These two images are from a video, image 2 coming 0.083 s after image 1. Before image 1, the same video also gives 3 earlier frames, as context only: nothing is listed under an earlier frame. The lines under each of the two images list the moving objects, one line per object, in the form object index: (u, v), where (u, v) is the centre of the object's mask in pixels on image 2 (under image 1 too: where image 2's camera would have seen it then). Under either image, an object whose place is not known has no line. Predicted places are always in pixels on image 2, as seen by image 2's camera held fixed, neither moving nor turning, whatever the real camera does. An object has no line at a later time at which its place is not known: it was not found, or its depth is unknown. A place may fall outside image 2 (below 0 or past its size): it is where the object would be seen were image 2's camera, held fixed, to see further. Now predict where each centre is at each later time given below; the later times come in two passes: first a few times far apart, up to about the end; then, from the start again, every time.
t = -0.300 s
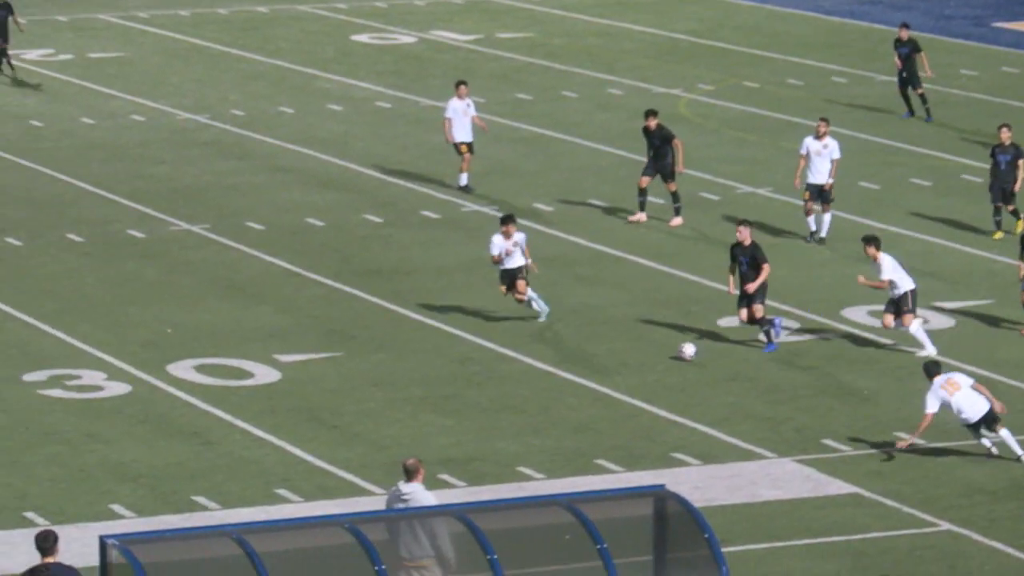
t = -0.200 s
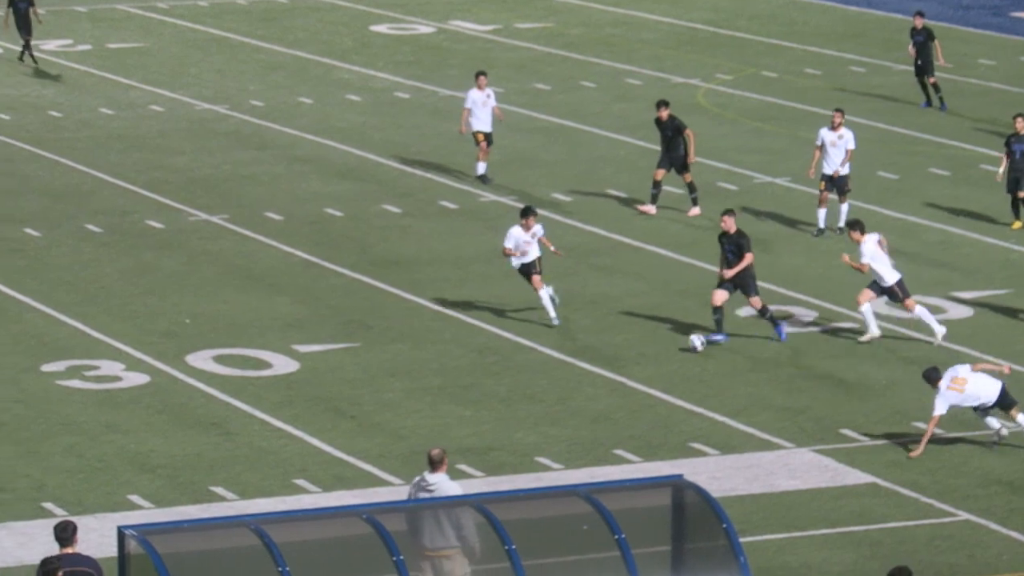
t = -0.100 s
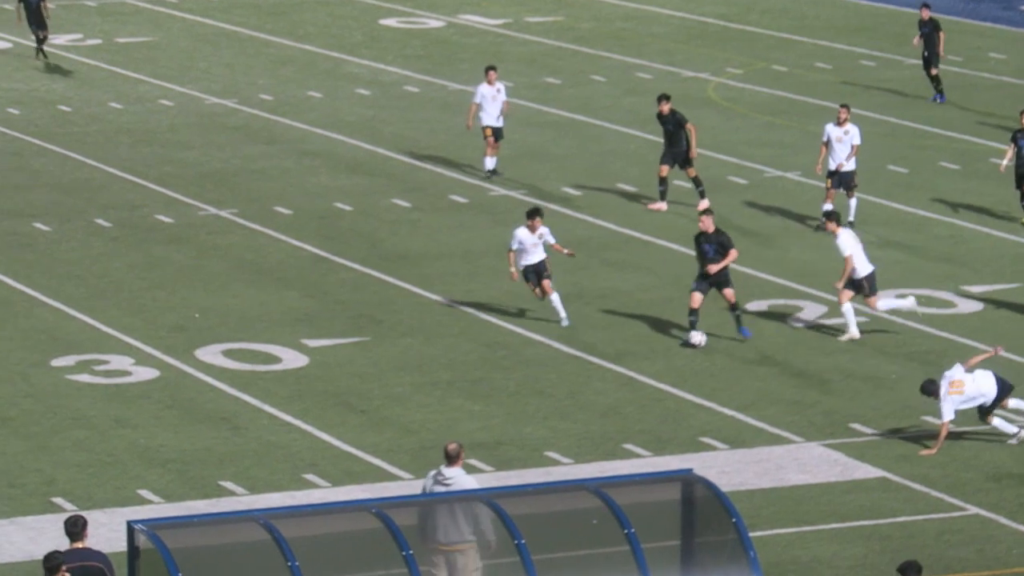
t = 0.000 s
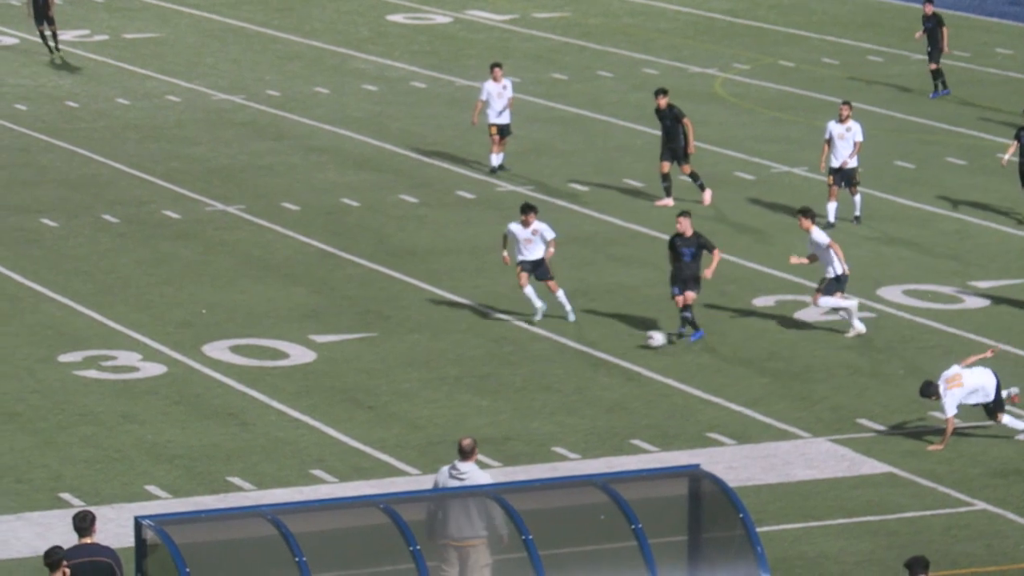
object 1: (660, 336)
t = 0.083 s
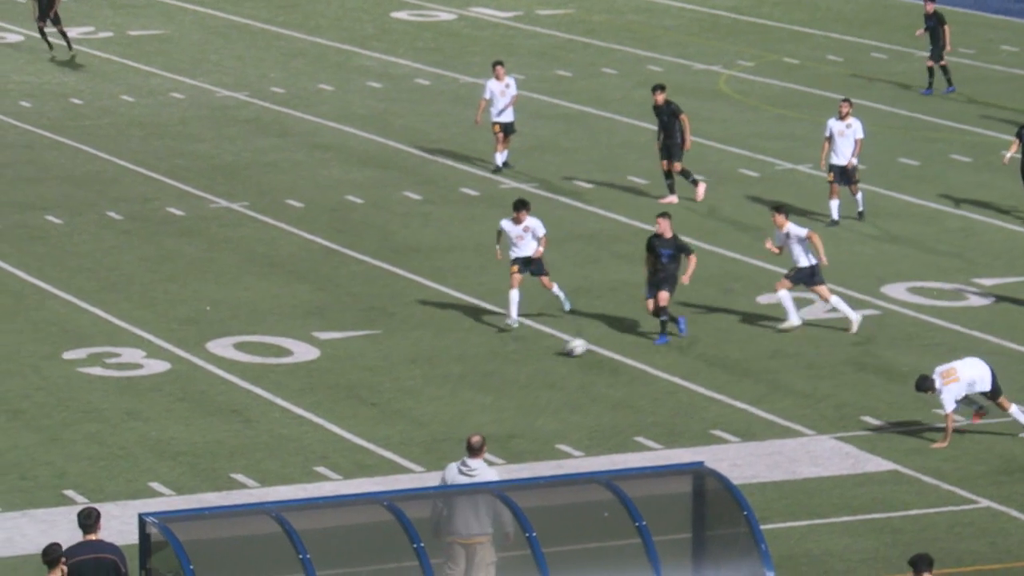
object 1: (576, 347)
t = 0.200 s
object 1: (462, 358)
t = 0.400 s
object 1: (274, 380)
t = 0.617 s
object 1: (87, 402)
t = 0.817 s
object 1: (-73, 419)
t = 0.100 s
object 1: (559, 349)
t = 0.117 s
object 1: (542, 352)
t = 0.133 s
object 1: (526, 353)
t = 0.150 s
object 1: (510, 354)
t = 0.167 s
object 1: (495, 354)
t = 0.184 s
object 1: (479, 355)
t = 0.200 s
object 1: (462, 358)
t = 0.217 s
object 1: (446, 359)
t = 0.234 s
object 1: (430, 361)
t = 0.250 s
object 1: (414, 363)
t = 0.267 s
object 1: (398, 365)
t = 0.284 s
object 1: (381, 369)
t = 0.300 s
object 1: (365, 372)
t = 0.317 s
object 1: (349, 375)
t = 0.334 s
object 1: (334, 376)
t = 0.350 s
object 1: (319, 376)
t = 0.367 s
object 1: (305, 378)
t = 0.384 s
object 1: (289, 378)
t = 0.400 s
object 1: (274, 380)
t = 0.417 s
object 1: (260, 381)
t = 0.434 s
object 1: (245, 382)
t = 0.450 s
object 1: (230, 385)
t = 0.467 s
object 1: (215, 387)
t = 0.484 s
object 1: (200, 390)
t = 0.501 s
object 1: (185, 393)
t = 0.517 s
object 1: (170, 396)
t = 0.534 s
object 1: (156, 397)
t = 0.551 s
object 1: (142, 398)
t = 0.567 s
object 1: (129, 398)
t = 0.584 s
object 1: (115, 399)
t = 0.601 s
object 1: (101, 401)
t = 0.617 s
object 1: (87, 402)
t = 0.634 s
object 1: (73, 404)
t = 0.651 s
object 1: (59, 406)
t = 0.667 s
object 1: (45, 409)
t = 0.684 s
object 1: (32, 412)
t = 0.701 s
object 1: (17, 415)
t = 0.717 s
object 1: (4, 417)
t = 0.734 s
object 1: (-9, 417)
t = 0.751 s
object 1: (-22, 417)
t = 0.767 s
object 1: (-35, 417)
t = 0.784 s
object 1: (-48, 417)
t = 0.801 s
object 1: (-61, 418)
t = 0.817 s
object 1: (-73, 419)
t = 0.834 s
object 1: (-86, 421)
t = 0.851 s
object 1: (-99, 422)
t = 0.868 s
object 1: (-112, 424)
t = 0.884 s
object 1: (-124, 426)
